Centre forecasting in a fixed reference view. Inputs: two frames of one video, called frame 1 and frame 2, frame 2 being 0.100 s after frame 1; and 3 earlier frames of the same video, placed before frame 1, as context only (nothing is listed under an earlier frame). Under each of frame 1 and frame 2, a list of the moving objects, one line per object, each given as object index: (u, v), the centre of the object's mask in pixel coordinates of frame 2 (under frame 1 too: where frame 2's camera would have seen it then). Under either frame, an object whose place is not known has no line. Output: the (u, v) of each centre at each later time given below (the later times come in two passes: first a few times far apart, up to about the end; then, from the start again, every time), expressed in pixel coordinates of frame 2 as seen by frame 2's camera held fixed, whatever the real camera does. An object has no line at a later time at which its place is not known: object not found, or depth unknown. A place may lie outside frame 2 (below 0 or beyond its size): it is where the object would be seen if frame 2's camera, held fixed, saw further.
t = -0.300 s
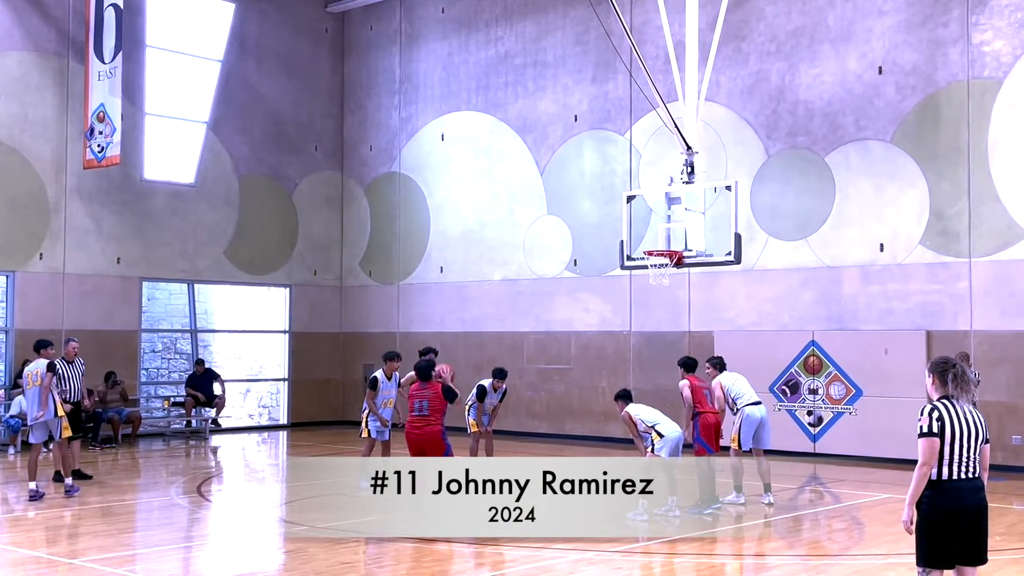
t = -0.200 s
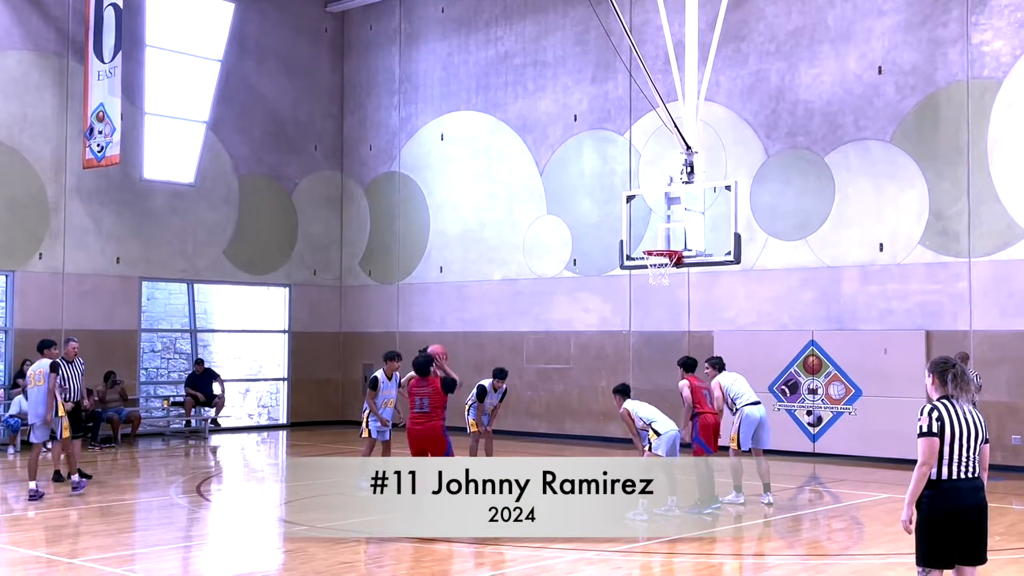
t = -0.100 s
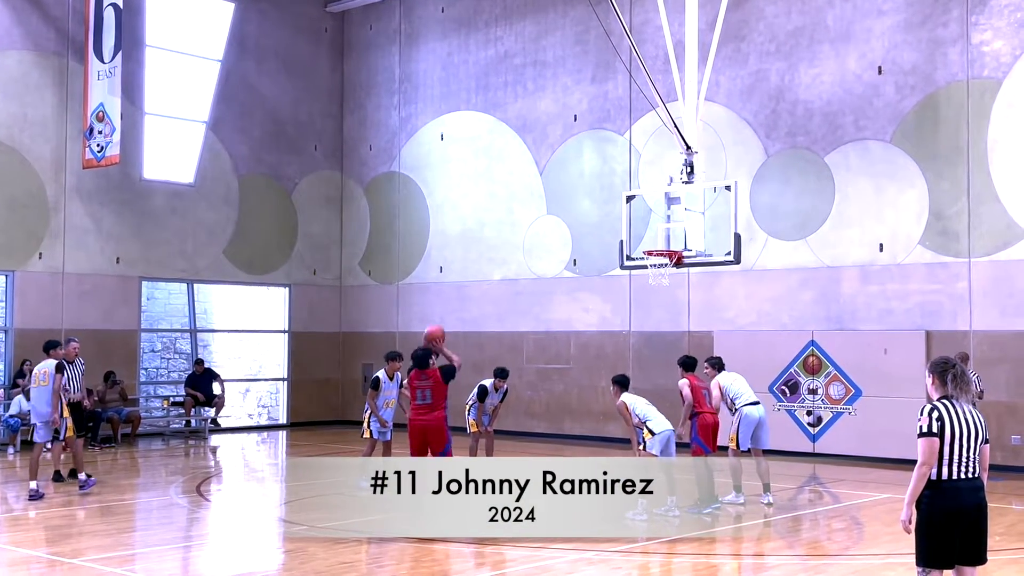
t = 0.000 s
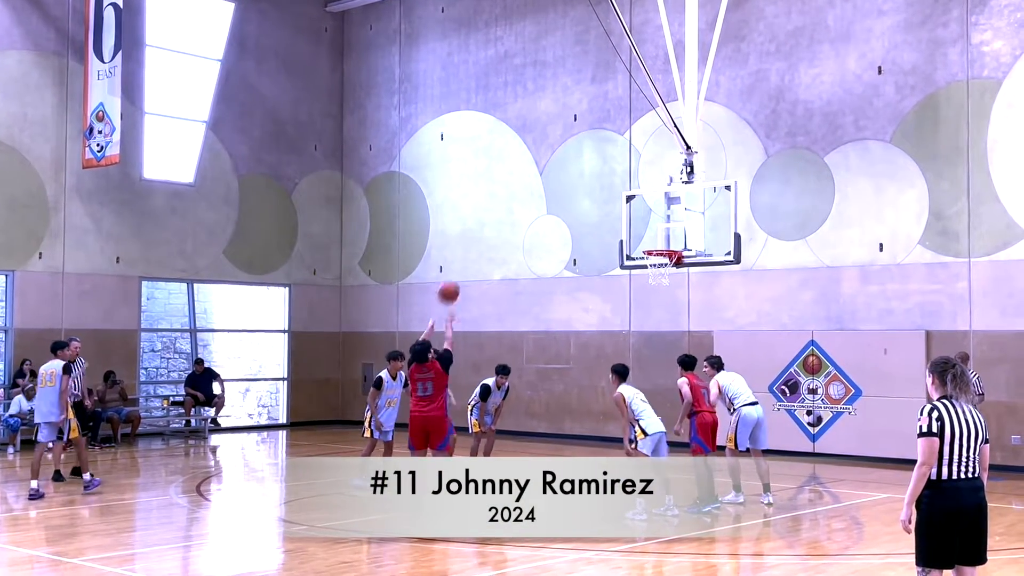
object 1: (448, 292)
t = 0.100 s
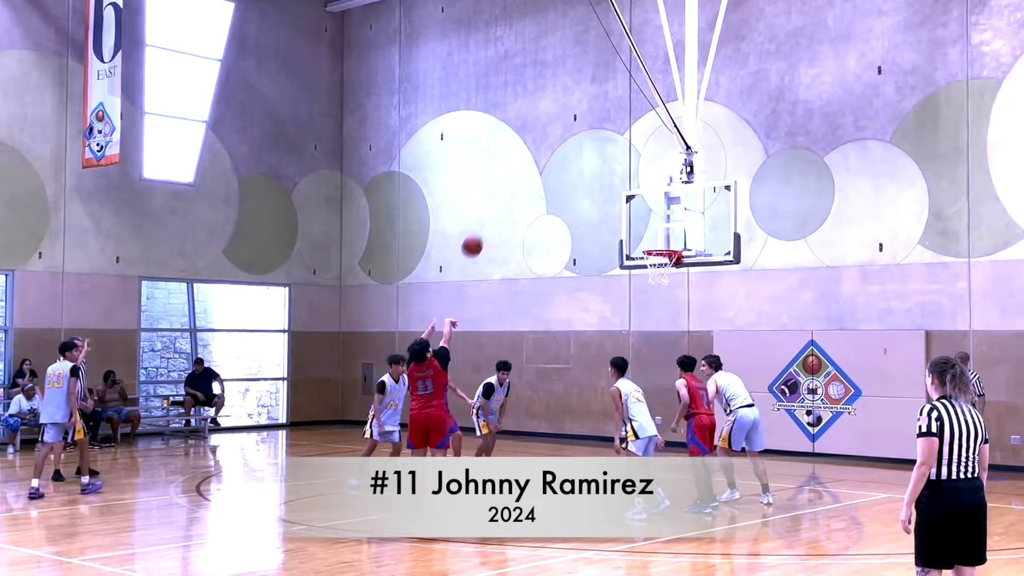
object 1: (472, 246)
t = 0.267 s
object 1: (510, 191)
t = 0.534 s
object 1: (564, 155)
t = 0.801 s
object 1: (613, 174)
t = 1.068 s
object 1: (657, 241)
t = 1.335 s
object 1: (647, 265)
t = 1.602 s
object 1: (650, 278)
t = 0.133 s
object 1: (480, 233)
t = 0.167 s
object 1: (488, 221)
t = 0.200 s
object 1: (495, 210)
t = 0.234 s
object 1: (503, 200)
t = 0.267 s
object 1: (510, 191)
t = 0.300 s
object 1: (517, 183)
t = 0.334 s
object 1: (524, 176)
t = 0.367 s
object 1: (531, 170)
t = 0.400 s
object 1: (538, 165)
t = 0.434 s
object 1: (545, 162)
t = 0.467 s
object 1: (551, 158)
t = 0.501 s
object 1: (558, 156)
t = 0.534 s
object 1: (564, 155)
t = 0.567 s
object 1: (571, 155)
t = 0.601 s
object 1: (577, 155)
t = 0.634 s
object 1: (583, 156)
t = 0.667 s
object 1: (589, 158)
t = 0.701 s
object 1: (596, 161)
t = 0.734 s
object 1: (602, 165)
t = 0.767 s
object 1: (607, 169)
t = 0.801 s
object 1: (613, 174)
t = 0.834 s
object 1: (619, 180)
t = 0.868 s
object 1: (625, 187)
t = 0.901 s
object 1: (631, 194)
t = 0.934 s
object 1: (636, 203)
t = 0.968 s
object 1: (642, 212)
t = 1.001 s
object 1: (647, 221)
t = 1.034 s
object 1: (652, 231)
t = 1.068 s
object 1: (657, 241)
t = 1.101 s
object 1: (661, 244)
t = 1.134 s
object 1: (664, 245)
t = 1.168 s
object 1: (668, 252)
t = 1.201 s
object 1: (666, 255)
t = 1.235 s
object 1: (661, 257)
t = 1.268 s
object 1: (655, 259)
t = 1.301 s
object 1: (651, 262)
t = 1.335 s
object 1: (647, 265)
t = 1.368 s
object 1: (645, 266)
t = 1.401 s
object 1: (643, 267)
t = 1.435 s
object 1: (644, 267)
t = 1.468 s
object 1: (644, 267)
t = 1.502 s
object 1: (645, 270)
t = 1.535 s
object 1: (647, 272)
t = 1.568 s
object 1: (648, 274)
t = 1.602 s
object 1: (650, 278)
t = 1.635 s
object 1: (652, 282)
